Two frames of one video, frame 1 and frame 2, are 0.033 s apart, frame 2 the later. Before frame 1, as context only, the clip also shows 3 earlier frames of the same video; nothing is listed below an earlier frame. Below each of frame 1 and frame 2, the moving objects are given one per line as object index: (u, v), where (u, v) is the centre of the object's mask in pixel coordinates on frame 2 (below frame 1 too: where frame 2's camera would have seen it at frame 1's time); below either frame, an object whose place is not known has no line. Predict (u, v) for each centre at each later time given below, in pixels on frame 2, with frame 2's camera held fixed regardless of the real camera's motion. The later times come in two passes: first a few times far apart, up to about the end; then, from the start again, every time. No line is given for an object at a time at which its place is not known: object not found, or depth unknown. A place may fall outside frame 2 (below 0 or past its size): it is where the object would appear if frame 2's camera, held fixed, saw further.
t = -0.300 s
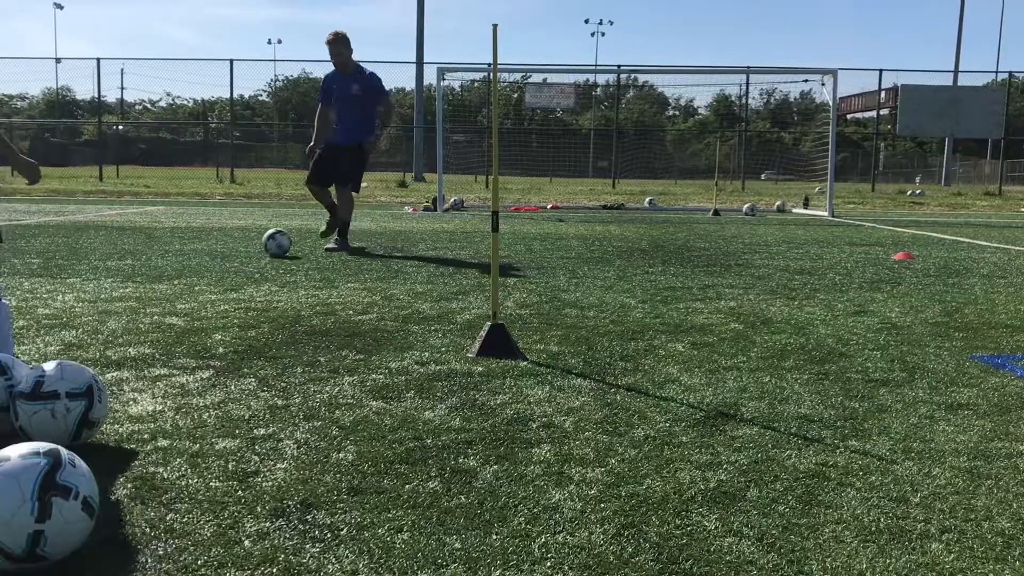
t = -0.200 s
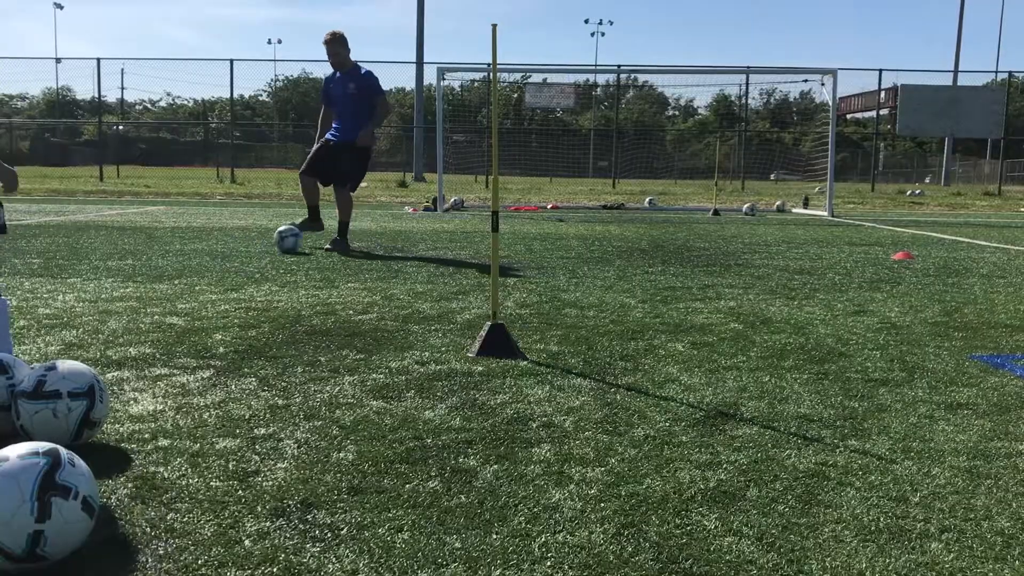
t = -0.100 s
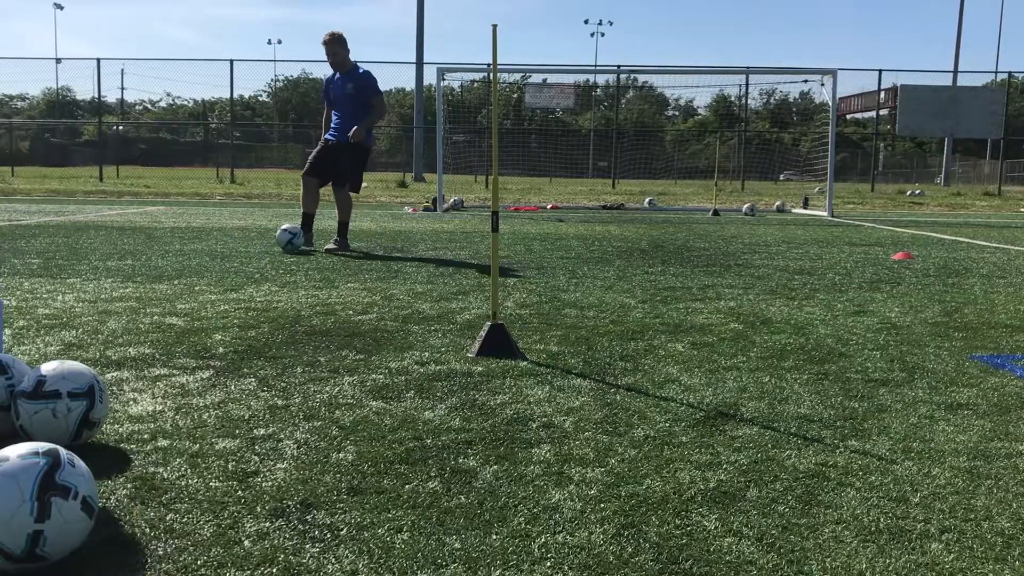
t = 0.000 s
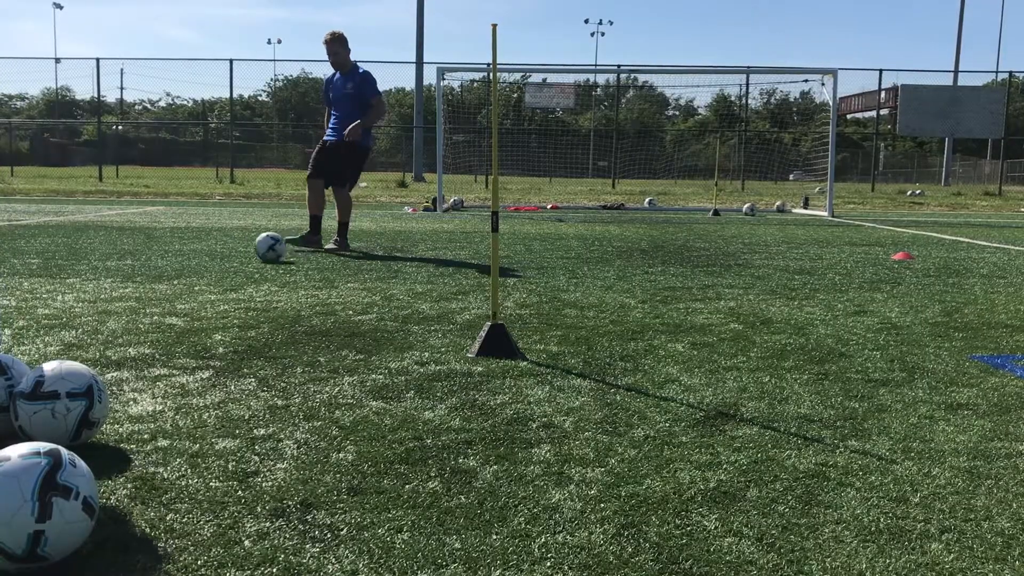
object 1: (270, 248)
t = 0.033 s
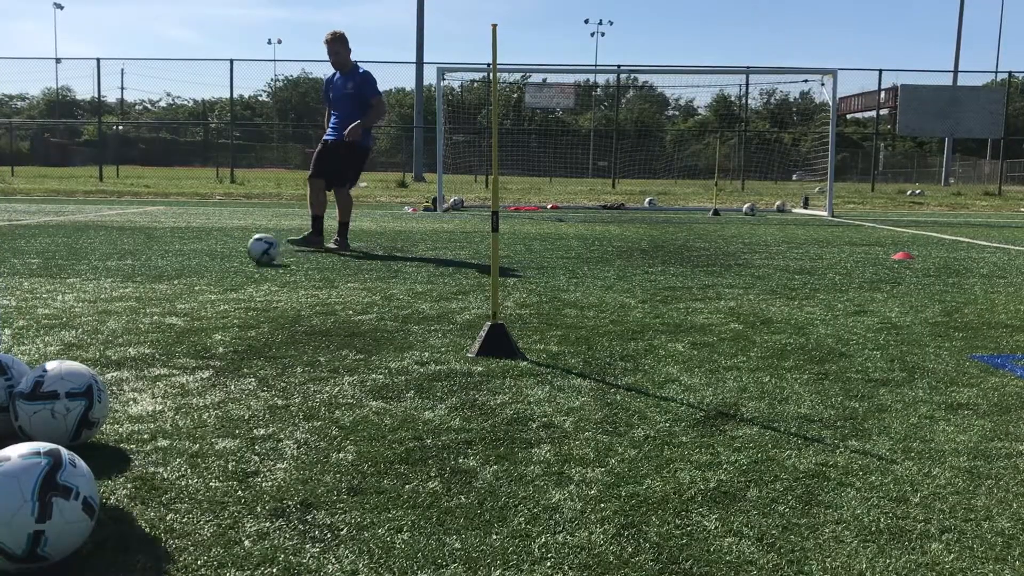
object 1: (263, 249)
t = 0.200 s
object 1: (227, 263)
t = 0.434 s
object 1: (170, 284)
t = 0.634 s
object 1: (120, 304)
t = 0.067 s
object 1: (256, 252)
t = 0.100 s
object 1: (248, 256)
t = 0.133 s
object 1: (240, 258)
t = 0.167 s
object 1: (233, 260)
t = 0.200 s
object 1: (227, 263)
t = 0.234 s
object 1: (219, 266)
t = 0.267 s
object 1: (211, 269)
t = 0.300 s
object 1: (203, 272)
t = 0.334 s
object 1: (195, 276)
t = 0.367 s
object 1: (186, 278)
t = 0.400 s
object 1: (178, 282)
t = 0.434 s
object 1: (170, 284)
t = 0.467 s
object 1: (163, 287)
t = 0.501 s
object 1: (156, 288)
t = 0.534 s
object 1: (147, 293)
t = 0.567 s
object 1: (139, 296)
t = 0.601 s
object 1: (130, 300)
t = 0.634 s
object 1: (120, 304)
